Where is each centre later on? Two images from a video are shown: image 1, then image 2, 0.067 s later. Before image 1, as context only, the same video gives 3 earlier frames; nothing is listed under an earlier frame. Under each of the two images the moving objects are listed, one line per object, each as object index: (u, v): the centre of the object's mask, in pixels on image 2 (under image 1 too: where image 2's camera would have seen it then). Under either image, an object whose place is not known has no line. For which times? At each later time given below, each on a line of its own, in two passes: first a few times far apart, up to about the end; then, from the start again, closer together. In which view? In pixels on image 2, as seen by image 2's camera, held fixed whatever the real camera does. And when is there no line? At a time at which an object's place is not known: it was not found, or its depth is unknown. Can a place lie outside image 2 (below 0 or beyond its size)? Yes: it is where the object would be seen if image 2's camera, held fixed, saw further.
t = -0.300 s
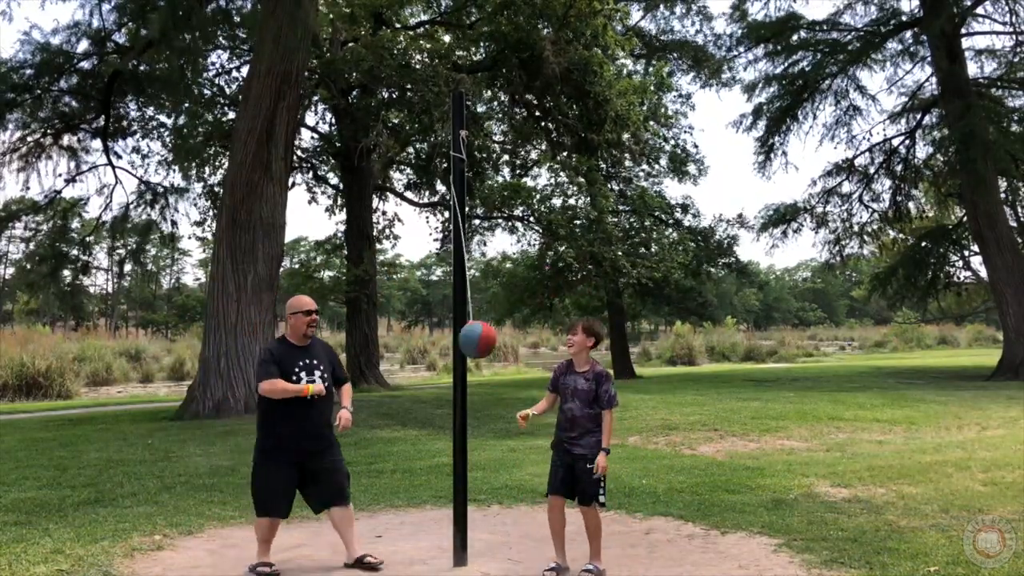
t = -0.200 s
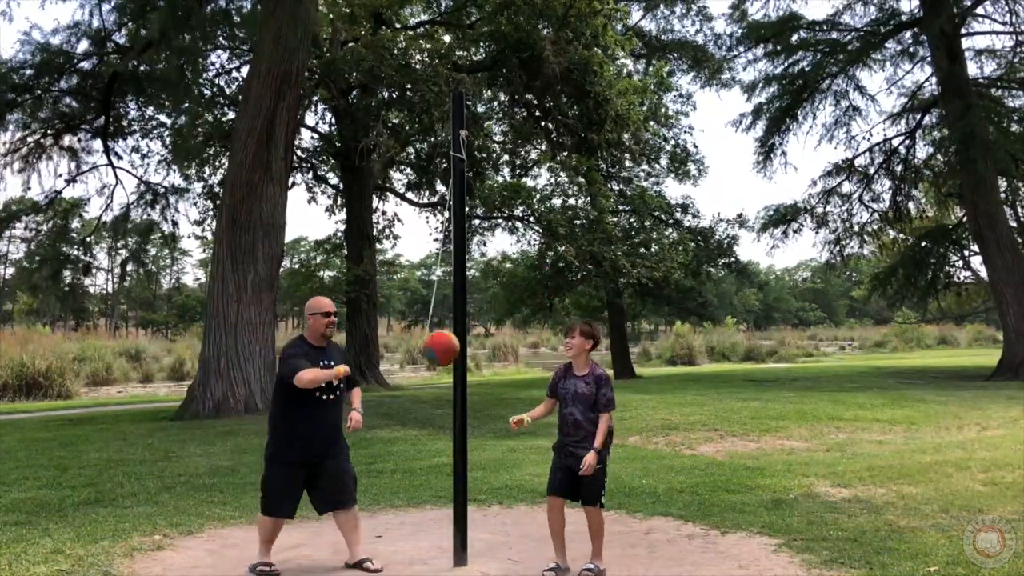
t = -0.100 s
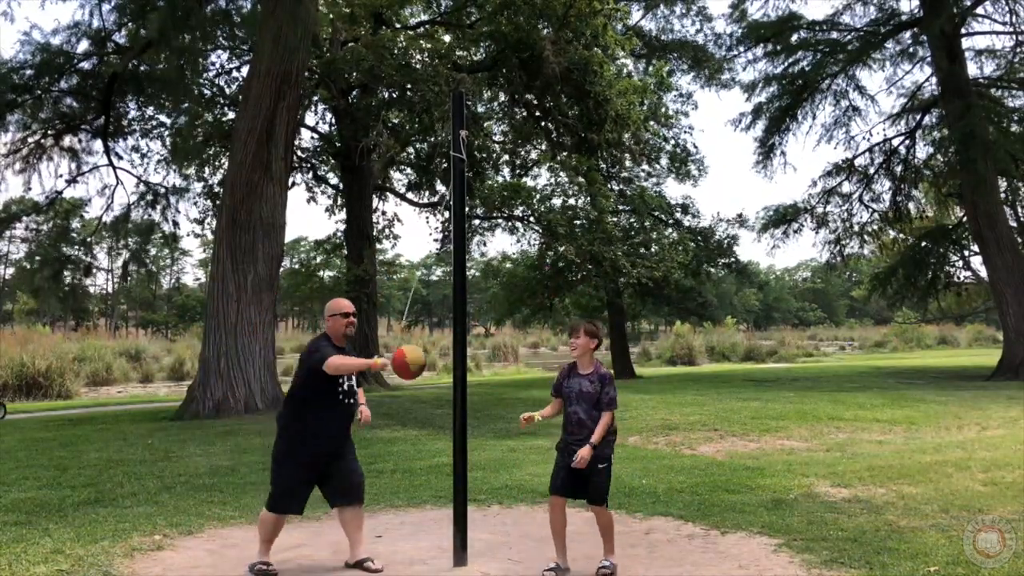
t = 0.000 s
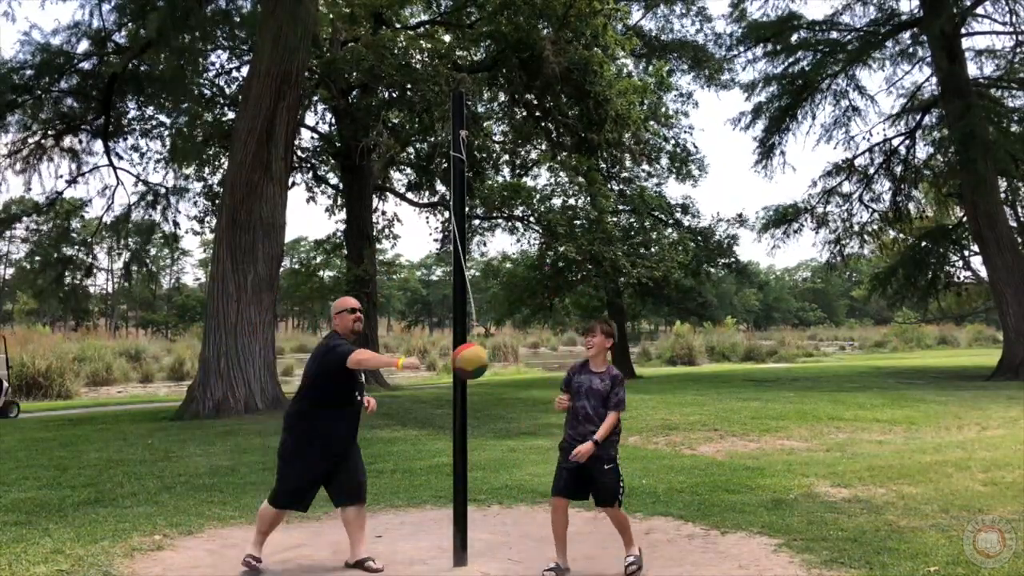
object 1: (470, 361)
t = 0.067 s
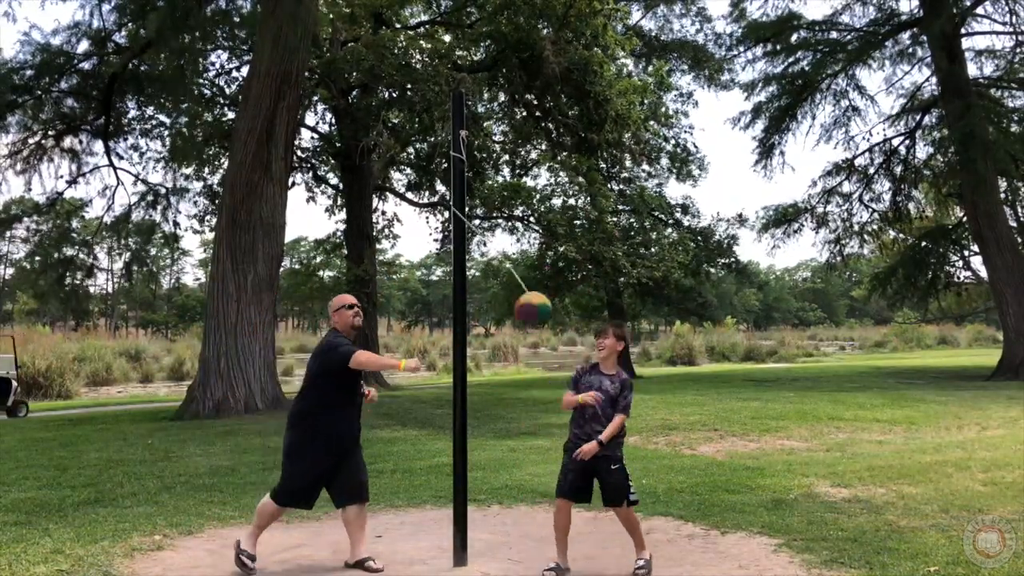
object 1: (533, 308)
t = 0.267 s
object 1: (621, 142)
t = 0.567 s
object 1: (579, 71)
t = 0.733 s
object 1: (540, 108)
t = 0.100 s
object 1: (561, 279)
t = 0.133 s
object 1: (587, 250)
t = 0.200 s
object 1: (611, 191)
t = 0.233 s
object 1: (617, 166)
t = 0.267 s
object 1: (621, 142)
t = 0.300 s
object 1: (622, 122)
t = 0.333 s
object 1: (622, 104)
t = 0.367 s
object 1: (620, 90)
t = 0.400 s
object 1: (619, 79)
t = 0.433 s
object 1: (614, 72)
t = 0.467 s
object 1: (605, 69)
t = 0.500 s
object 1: (596, 67)
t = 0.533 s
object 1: (588, 68)
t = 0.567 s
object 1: (579, 71)
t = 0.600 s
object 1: (571, 76)
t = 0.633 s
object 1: (563, 82)
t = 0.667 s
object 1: (555, 89)
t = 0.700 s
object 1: (547, 98)
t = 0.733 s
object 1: (540, 108)
